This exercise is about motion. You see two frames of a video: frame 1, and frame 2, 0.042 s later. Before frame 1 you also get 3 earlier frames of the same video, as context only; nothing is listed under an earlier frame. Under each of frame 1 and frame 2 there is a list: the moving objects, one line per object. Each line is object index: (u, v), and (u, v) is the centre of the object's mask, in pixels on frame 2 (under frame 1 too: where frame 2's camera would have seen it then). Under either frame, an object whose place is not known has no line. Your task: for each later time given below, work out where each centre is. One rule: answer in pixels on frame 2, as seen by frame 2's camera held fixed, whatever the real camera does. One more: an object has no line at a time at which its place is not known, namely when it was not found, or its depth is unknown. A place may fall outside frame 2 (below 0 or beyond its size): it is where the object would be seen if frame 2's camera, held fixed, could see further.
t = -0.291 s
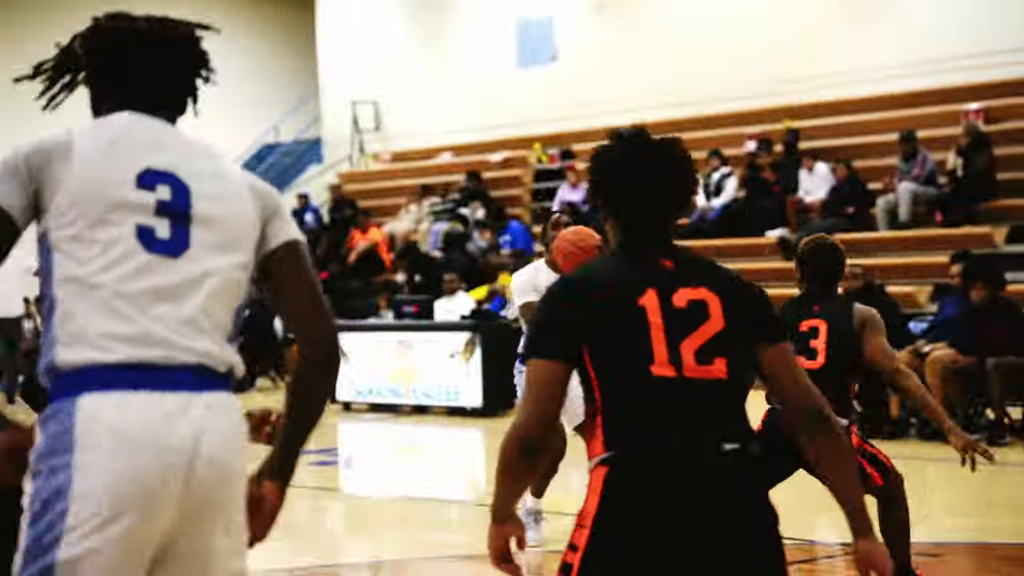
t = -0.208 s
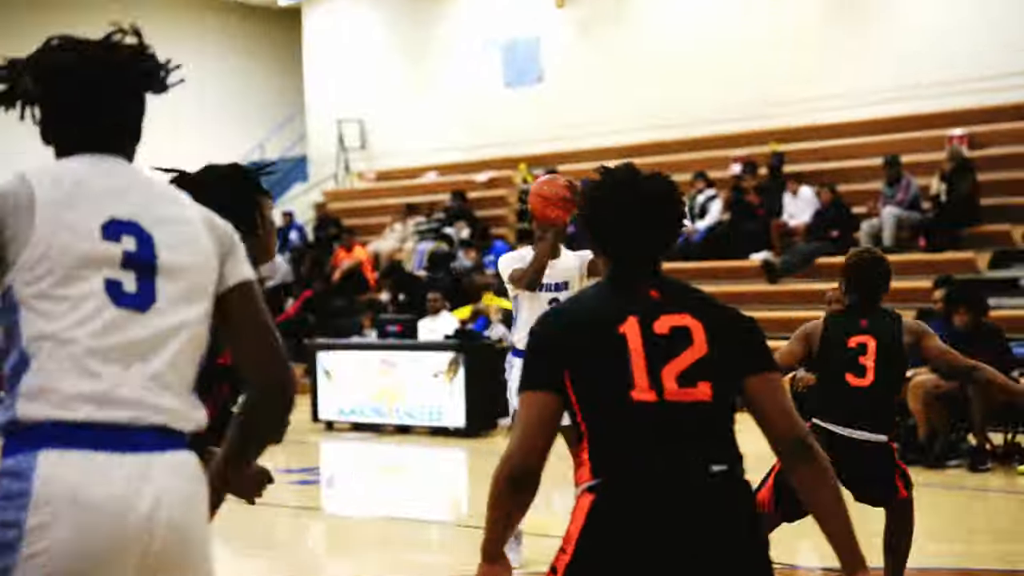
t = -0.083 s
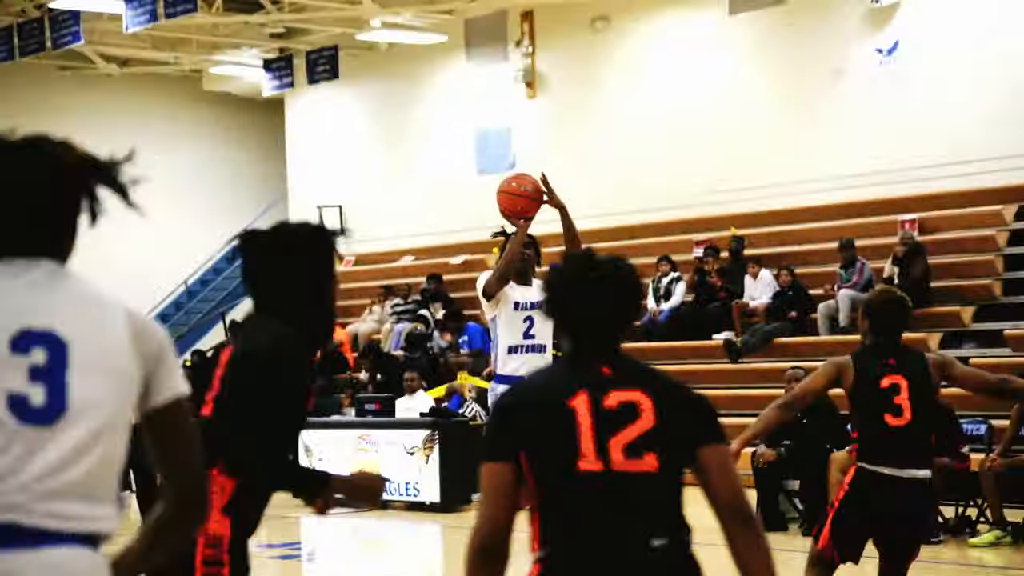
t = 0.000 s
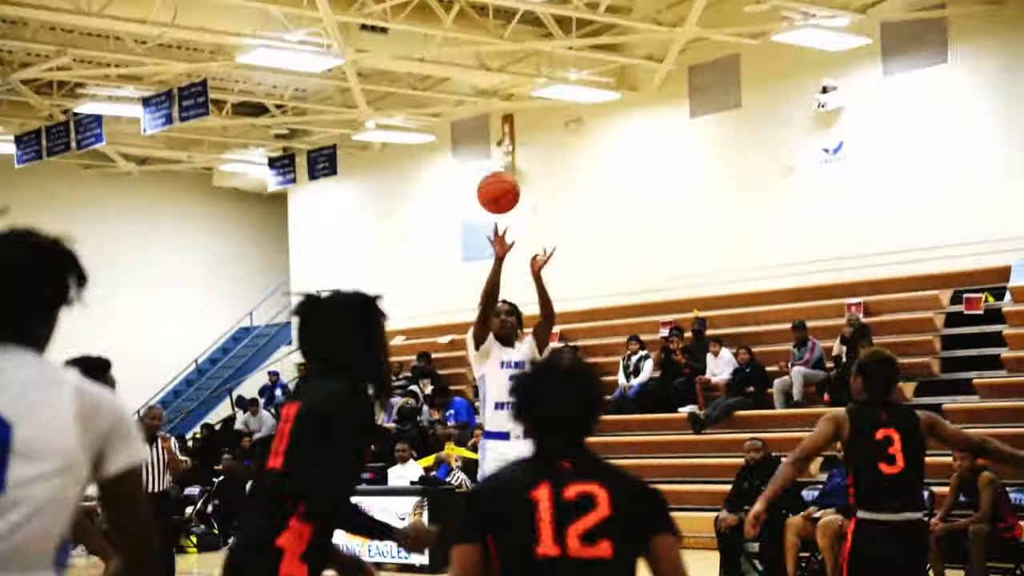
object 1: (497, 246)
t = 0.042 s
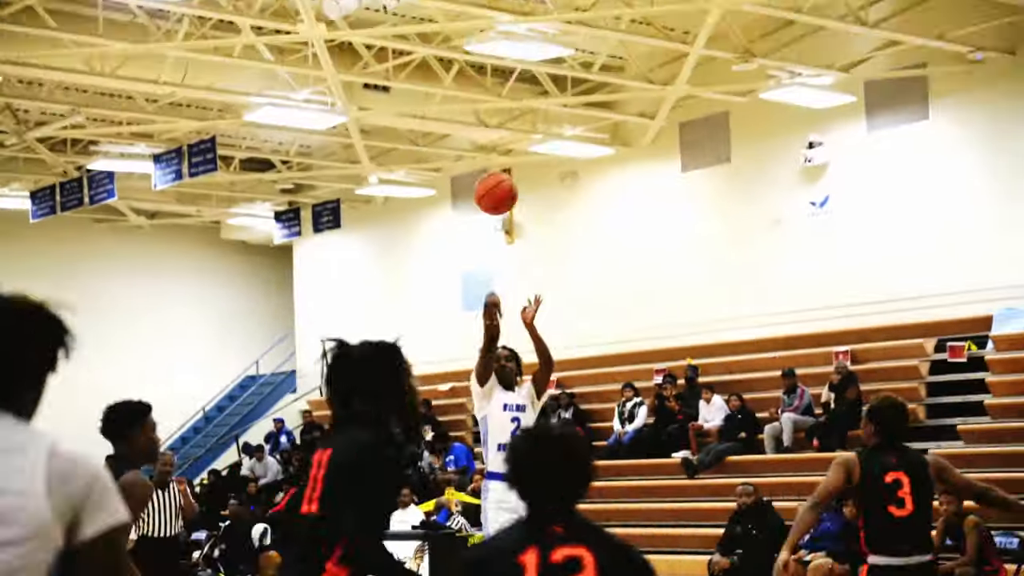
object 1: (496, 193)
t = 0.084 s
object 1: (495, 143)
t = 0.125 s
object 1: (495, 94)
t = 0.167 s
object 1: (494, 44)
